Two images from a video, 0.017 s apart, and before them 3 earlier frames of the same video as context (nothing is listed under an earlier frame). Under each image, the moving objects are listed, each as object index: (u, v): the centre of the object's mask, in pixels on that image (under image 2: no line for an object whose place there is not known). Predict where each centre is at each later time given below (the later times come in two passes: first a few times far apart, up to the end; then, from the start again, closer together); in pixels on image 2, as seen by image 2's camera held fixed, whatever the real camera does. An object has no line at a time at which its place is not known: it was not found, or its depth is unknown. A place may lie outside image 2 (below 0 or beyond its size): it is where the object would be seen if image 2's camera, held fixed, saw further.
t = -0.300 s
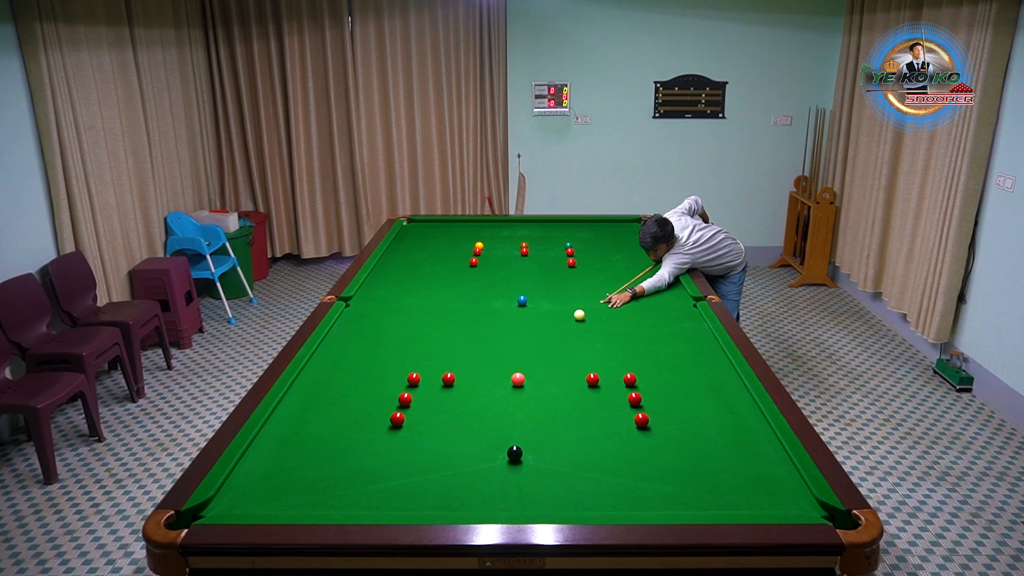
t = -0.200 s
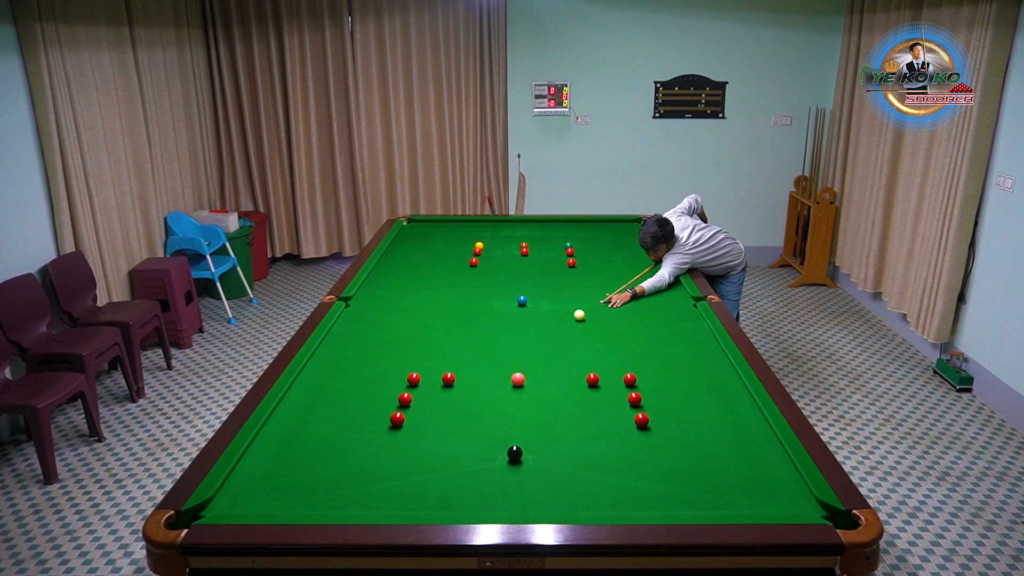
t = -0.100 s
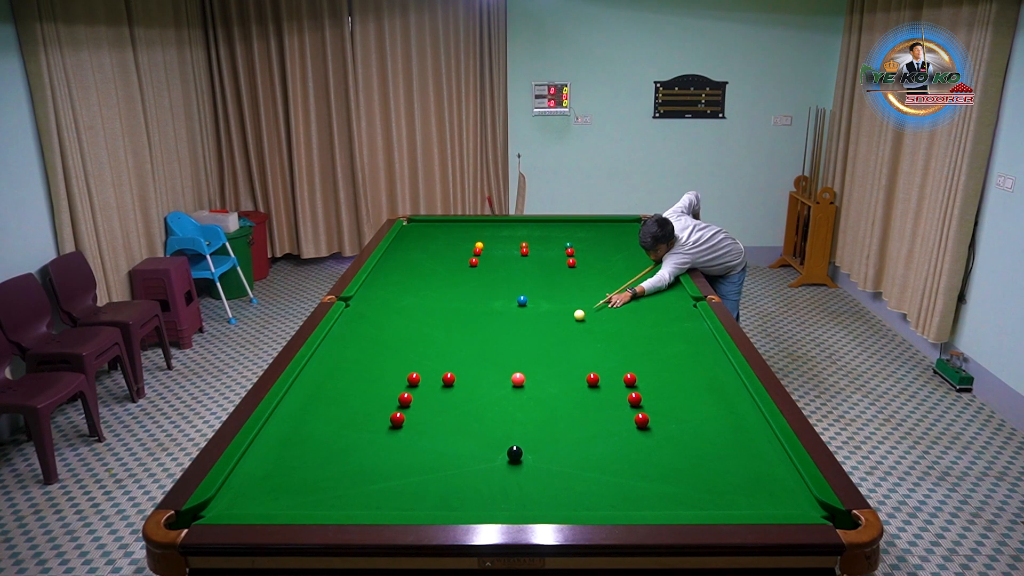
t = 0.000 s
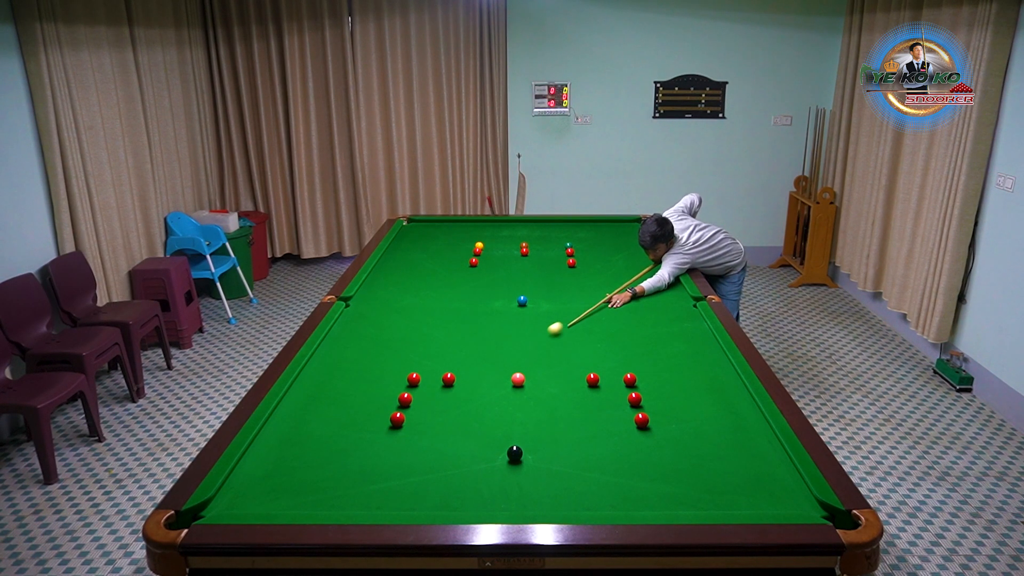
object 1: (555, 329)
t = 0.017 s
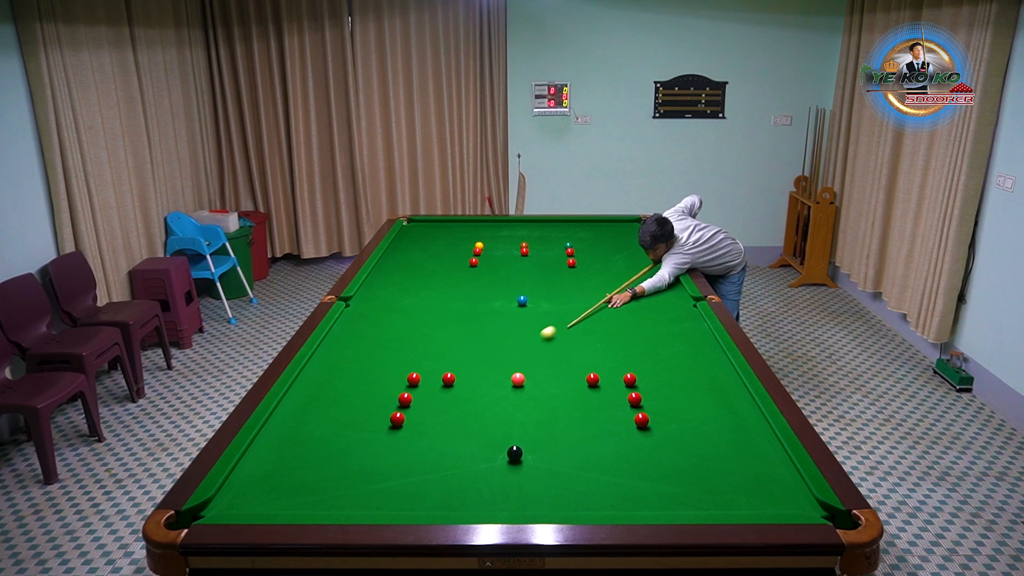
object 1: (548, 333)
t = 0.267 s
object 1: (435, 398)
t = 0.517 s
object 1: (415, 417)
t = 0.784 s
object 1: (424, 420)
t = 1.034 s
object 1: (430, 423)
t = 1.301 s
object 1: (435, 425)
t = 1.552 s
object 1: (438, 427)
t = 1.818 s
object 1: (440, 428)
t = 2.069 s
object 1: (441, 428)
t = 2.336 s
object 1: (441, 428)
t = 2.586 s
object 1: (441, 428)
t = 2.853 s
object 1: (441, 428)
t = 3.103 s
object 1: (441, 428)
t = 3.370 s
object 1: (441, 428)
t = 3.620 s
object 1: (441, 428)
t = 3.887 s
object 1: (441, 428)
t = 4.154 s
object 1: (441, 428)
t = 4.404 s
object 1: (441, 428)
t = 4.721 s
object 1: (443, 428)
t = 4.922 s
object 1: (441, 428)
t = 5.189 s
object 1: (441, 428)
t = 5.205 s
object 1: (441, 428)
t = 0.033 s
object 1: (541, 337)
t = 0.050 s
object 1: (534, 341)
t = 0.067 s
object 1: (527, 345)
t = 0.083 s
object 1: (520, 349)
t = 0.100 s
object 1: (512, 354)
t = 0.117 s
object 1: (505, 358)
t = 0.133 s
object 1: (497, 362)
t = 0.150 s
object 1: (490, 367)
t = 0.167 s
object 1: (482, 371)
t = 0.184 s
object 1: (474, 376)
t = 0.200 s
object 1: (467, 380)
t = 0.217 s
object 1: (459, 384)
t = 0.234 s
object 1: (451, 389)
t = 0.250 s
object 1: (443, 394)
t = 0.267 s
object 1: (435, 398)
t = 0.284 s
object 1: (427, 403)
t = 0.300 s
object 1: (419, 408)
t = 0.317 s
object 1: (411, 412)
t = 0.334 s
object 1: (409, 414)
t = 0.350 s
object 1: (409, 415)
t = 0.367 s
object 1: (410, 415)
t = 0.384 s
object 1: (411, 415)
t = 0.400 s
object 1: (412, 416)
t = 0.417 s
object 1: (412, 416)
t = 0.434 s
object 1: (412, 416)
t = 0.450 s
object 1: (413, 416)
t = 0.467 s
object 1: (414, 417)
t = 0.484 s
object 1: (414, 417)
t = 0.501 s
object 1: (415, 417)
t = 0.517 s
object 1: (415, 417)
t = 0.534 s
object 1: (416, 418)
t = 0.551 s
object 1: (417, 418)
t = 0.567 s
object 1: (417, 418)
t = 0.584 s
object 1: (418, 418)
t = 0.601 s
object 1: (418, 418)
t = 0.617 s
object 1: (419, 419)
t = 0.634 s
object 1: (419, 419)
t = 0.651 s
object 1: (420, 419)
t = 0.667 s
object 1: (420, 419)
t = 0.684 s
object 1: (421, 419)
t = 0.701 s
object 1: (421, 420)
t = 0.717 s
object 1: (422, 420)
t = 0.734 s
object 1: (422, 420)
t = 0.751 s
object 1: (423, 420)
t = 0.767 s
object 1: (423, 420)
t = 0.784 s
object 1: (424, 420)
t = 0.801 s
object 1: (424, 421)
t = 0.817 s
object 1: (425, 421)
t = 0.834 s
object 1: (425, 421)
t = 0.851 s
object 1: (426, 421)
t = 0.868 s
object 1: (426, 421)
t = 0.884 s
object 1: (427, 421)
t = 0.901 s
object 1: (427, 422)
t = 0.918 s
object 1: (427, 422)
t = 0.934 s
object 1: (428, 422)
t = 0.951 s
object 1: (428, 422)
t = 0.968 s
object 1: (429, 422)
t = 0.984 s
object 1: (429, 422)
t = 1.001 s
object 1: (430, 422)
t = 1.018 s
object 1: (430, 423)
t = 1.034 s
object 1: (430, 423)
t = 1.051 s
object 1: (431, 423)
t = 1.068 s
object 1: (431, 423)
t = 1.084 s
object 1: (431, 423)
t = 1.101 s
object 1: (432, 424)
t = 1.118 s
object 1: (432, 424)
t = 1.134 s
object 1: (432, 424)
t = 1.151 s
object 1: (433, 424)
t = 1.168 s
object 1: (433, 424)
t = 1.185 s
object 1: (433, 424)
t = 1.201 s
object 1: (434, 425)
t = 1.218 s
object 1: (434, 425)
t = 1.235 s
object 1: (434, 425)
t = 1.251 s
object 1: (434, 425)
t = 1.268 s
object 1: (435, 425)
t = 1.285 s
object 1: (435, 425)
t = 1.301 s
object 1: (435, 425)
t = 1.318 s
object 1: (435, 425)
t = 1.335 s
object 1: (436, 425)
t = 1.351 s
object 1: (436, 426)
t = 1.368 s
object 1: (436, 426)
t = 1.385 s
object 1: (436, 426)
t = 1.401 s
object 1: (437, 426)
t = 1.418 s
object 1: (437, 426)
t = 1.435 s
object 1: (437, 426)
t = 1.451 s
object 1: (437, 426)
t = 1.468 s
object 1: (437, 426)
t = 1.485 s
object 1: (438, 426)
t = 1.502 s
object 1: (438, 426)
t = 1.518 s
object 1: (438, 427)
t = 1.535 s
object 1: (438, 427)
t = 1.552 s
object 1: (438, 427)
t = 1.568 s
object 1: (438, 427)
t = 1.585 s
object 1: (439, 427)
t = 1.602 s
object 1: (439, 427)
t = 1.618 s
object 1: (439, 427)
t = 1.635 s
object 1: (439, 427)
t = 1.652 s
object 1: (439, 427)
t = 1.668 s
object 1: (439, 427)
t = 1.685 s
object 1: (439, 427)
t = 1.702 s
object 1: (440, 427)
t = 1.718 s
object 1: (440, 427)
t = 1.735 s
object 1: (440, 427)
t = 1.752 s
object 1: (440, 427)
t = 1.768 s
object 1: (440, 427)
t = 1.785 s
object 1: (440, 428)
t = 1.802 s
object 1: (440, 428)
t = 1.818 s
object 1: (440, 428)
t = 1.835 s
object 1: (440, 428)
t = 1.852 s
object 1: (441, 428)
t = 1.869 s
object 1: (441, 428)
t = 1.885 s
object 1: (441, 428)
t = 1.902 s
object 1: (441, 428)
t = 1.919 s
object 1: (441, 428)
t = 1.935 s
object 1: (441, 428)
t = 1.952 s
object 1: (441, 428)
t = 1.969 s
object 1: (441, 428)
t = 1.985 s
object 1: (441, 428)
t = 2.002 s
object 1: (441, 428)
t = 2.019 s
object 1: (441, 428)
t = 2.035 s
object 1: (441, 428)
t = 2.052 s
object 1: (441, 428)
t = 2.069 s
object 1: (441, 428)
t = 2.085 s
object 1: (441, 428)
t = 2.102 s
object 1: (441, 428)
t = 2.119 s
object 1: (441, 428)
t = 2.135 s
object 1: (441, 428)
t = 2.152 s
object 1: (441, 428)
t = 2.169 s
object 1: (441, 428)
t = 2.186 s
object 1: (441, 428)
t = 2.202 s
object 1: (441, 428)
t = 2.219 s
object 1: (441, 428)
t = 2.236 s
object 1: (441, 428)
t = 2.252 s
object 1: (441, 428)
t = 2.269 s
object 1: (441, 428)
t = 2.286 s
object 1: (441, 428)
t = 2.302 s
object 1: (441, 428)
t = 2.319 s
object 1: (441, 428)
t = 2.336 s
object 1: (441, 428)
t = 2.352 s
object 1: (441, 428)
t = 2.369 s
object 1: (441, 428)
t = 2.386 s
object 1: (441, 428)
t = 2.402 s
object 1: (441, 428)
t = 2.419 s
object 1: (441, 428)
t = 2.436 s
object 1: (441, 428)
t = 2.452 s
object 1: (441, 428)
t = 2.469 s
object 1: (441, 428)
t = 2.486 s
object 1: (441, 428)
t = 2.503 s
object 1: (441, 428)
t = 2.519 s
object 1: (441, 428)
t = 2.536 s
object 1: (441, 428)
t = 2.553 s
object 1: (441, 428)
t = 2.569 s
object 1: (441, 428)
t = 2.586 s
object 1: (441, 428)
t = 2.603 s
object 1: (441, 428)
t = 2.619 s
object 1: (441, 428)
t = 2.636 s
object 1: (441, 428)
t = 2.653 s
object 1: (441, 428)
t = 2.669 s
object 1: (441, 428)
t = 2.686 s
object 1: (441, 428)
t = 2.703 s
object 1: (441, 428)
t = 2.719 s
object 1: (441, 428)
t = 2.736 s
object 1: (441, 428)
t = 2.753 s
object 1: (441, 428)
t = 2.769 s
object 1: (441, 428)
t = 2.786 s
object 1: (441, 428)
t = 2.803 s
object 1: (441, 428)
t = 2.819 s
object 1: (441, 428)
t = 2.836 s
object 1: (441, 428)
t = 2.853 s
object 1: (441, 428)
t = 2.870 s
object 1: (441, 428)
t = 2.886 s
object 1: (441, 428)
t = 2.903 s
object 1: (441, 428)
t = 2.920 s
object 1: (441, 428)
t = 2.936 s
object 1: (441, 428)
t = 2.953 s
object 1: (441, 428)
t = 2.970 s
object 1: (441, 428)
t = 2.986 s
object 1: (441, 428)
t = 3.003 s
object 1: (441, 428)
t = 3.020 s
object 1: (441, 428)
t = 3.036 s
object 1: (441, 428)
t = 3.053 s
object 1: (441, 428)
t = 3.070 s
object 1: (441, 428)
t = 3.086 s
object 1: (441, 428)
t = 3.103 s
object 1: (441, 428)
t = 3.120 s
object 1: (441, 428)
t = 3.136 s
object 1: (441, 428)
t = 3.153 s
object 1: (441, 428)
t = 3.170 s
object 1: (441, 428)
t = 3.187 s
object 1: (441, 428)
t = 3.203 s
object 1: (441, 428)
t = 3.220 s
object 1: (441, 428)
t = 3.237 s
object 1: (441, 428)
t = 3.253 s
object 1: (441, 428)
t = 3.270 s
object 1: (441, 428)
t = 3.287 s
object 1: (441, 428)
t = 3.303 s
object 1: (441, 428)
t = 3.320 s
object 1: (441, 428)
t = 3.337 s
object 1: (441, 428)
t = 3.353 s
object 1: (441, 428)
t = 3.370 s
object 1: (441, 428)
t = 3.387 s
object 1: (441, 428)
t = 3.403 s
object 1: (441, 428)
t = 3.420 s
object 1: (441, 428)
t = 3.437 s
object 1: (441, 428)
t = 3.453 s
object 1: (441, 428)
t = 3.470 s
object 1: (441, 428)
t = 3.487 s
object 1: (441, 428)
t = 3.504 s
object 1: (441, 428)
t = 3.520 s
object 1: (441, 428)
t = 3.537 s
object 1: (441, 428)
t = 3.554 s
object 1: (441, 428)
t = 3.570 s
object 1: (441, 428)
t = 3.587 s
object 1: (441, 428)
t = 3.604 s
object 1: (441, 428)
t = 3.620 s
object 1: (441, 428)
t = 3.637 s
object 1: (441, 428)
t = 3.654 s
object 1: (441, 428)
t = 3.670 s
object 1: (441, 428)
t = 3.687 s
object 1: (441, 428)
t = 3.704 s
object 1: (441, 428)
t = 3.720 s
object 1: (441, 428)
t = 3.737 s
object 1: (441, 428)
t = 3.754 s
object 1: (441, 428)
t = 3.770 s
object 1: (441, 428)
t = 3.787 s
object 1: (441, 428)
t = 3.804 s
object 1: (441, 428)
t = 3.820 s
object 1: (441, 428)
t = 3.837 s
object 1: (441, 428)
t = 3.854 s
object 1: (441, 428)
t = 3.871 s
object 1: (441, 428)
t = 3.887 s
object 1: (441, 428)
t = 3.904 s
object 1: (441, 428)
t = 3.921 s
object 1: (441, 428)
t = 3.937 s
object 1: (441, 428)
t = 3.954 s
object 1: (441, 428)
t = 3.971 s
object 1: (441, 428)
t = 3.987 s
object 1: (441, 428)
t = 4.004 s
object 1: (441, 428)
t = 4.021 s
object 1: (441, 428)
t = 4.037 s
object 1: (441, 428)
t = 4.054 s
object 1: (441, 428)
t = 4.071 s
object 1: (441, 428)
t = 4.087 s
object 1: (441, 428)
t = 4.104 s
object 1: (441, 428)
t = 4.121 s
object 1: (441, 428)
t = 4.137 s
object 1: (441, 428)
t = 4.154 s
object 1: (441, 428)
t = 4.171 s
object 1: (441, 428)
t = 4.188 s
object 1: (441, 428)
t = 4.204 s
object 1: (441, 428)
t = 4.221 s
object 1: (441, 428)
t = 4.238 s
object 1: (441, 428)
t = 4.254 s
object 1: (441, 428)
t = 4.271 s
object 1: (441, 428)
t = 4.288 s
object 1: (441, 428)
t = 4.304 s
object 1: (441, 428)
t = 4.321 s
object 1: (441, 428)
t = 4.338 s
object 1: (441, 428)
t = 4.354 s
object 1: (441, 428)
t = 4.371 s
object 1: (441, 428)
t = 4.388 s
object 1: (441, 428)
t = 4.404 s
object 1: (441, 428)
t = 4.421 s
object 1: (441, 428)
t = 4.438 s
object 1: (441, 428)
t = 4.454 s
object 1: (441, 428)
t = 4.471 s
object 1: (441, 428)
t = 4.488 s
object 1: (441, 428)
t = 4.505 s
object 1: (441, 428)
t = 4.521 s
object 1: (441, 428)
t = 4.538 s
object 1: (441, 428)
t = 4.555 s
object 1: (441, 428)
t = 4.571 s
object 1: (441, 428)
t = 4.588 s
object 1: (437, 429)
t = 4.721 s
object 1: (443, 428)
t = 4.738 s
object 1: (441, 429)
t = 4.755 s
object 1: (441, 428)
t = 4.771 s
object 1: (441, 428)
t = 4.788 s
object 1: (441, 428)
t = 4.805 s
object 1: (441, 428)
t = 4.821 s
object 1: (441, 428)
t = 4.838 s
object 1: (441, 428)
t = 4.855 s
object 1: (441, 428)
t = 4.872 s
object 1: (441, 428)
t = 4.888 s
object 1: (441, 428)
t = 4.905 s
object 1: (441, 428)
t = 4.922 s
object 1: (441, 428)
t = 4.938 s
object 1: (441, 428)
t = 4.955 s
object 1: (441, 428)
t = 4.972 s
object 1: (441, 428)
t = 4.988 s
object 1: (441, 428)
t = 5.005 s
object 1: (441, 428)
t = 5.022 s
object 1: (441, 428)
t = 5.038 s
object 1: (441, 428)
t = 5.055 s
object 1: (441, 428)
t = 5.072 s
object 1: (441, 428)
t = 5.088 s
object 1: (441, 428)
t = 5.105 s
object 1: (441, 428)
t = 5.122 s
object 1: (441, 428)
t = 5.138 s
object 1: (441, 428)
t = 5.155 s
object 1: (441, 428)
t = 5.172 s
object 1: (441, 428)
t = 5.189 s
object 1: (441, 428)
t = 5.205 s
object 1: (441, 428)
